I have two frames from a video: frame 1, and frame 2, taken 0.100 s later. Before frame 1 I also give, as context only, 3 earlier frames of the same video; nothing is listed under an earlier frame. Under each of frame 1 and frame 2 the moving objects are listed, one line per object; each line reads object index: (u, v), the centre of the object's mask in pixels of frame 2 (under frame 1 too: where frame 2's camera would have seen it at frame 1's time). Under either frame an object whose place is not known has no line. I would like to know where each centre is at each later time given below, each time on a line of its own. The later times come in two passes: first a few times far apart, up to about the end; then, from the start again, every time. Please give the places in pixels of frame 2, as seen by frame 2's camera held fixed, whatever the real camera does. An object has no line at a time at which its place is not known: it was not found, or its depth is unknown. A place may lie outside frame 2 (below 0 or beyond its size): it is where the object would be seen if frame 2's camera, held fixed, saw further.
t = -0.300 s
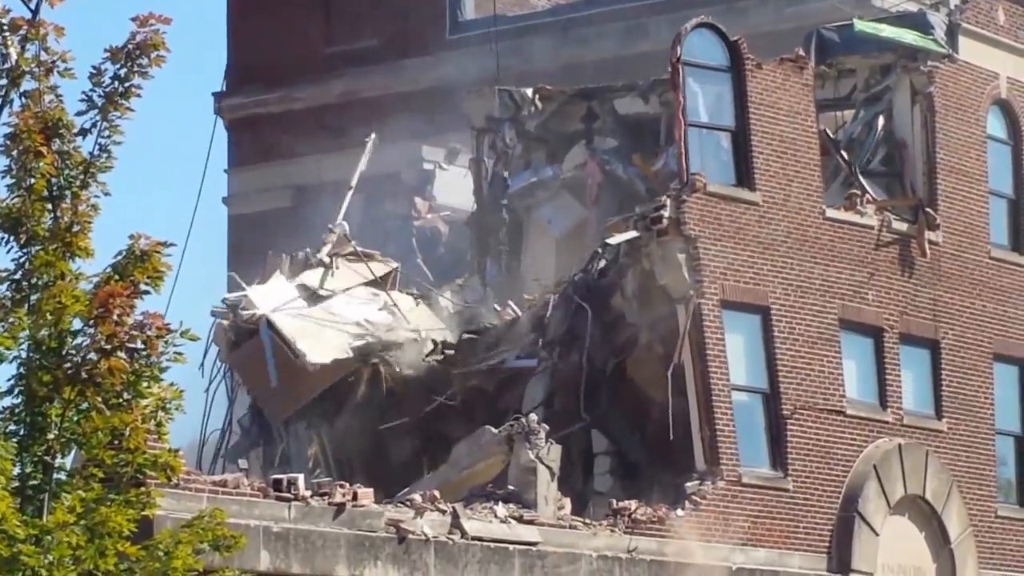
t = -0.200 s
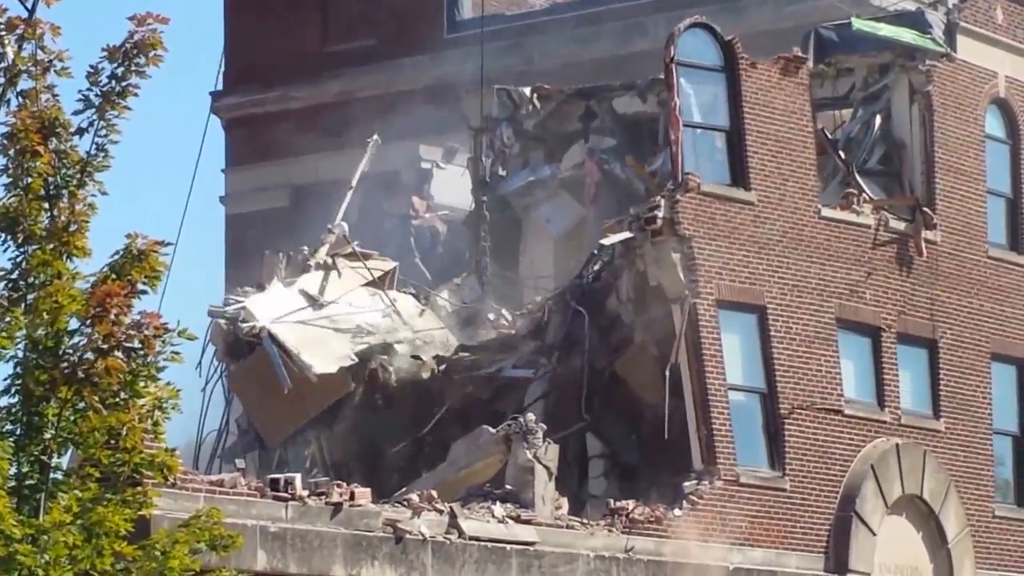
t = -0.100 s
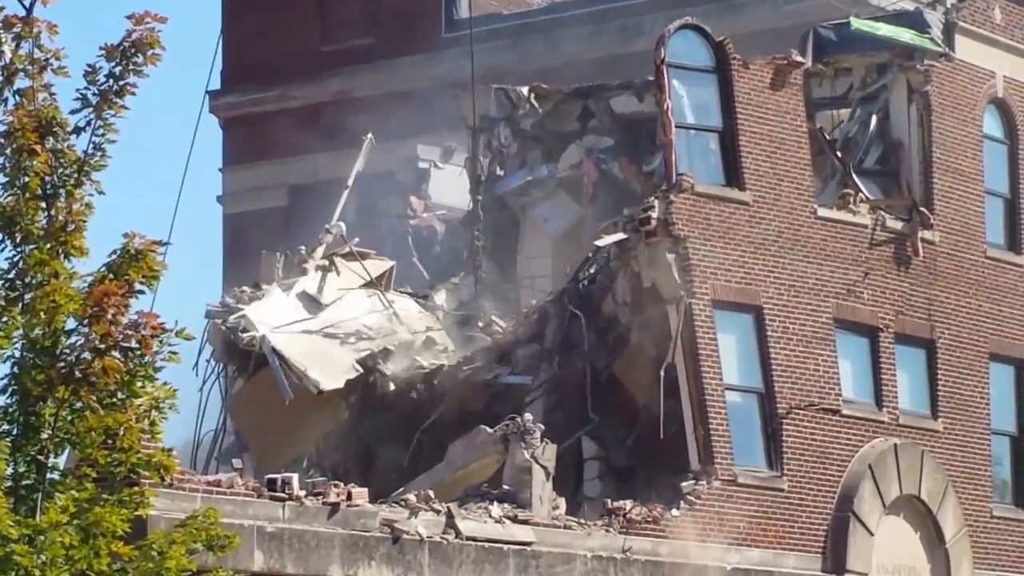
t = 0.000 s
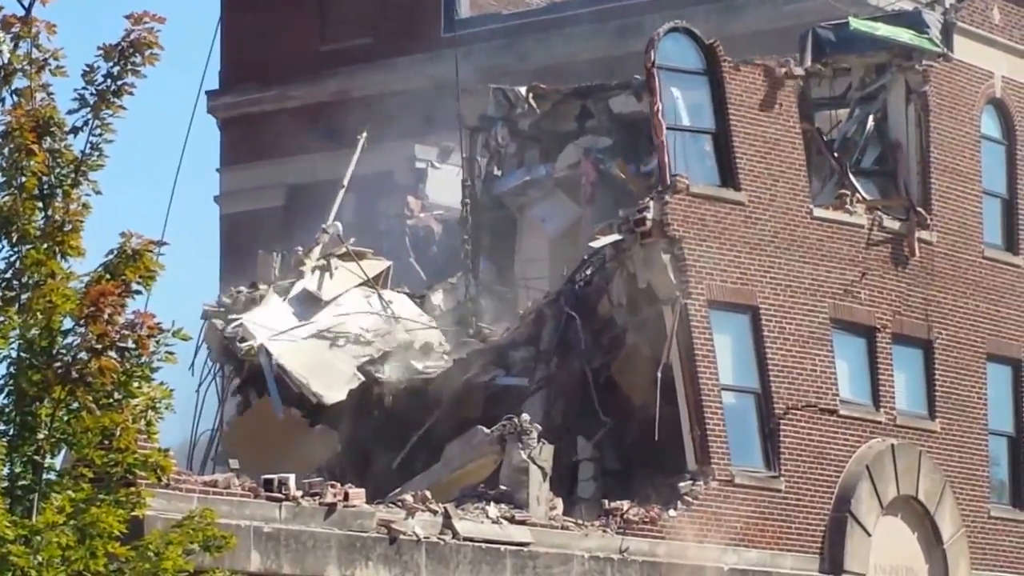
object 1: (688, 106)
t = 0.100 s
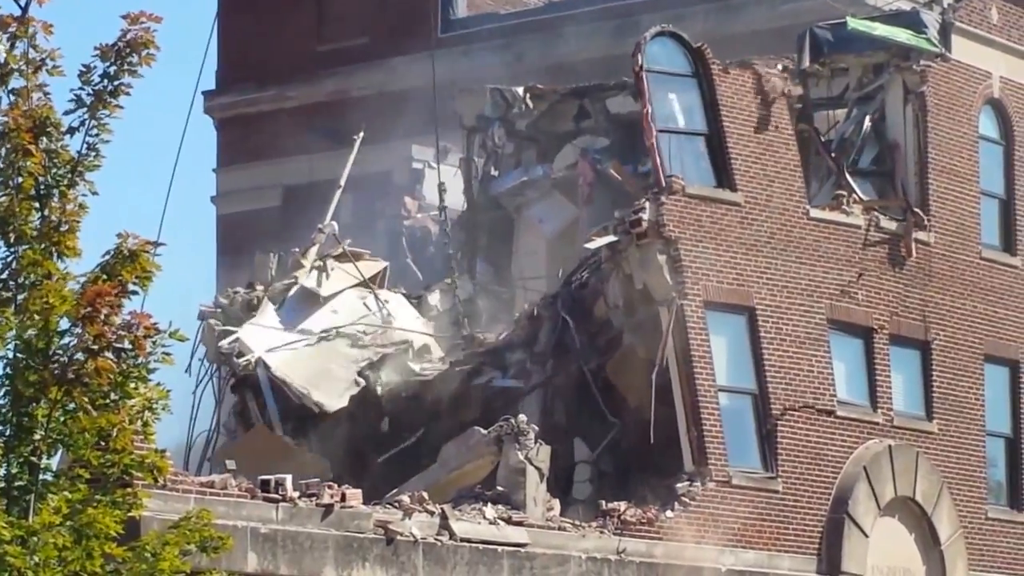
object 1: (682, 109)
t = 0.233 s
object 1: (673, 112)
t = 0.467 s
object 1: (659, 122)
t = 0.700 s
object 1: (647, 137)
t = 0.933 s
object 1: (630, 159)
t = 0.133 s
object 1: (680, 109)
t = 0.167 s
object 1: (677, 110)
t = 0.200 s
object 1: (675, 110)
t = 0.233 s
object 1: (673, 112)
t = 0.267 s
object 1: (671, 114)
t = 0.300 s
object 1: (668, 115)
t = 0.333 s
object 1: (666, 116)
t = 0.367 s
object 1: (664, 117)
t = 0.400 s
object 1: (662, 119)
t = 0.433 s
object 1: (660, 120)
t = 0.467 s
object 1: (659, 122)
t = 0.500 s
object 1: (658, 123)
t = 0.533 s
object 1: (655, 125)
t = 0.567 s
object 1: (654, 127)
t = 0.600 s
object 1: (651, 129)
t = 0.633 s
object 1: (649, 131)
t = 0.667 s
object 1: (647, 133)
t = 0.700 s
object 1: (647, 137)
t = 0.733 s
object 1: (645, 140)
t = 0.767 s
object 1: (642, 142)
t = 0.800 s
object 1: (639, 145)
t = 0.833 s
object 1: (636, 147)
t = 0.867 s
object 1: (633, 151)
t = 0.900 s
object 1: (632, 155)
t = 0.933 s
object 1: (630, 159)
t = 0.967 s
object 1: (629, 164)
